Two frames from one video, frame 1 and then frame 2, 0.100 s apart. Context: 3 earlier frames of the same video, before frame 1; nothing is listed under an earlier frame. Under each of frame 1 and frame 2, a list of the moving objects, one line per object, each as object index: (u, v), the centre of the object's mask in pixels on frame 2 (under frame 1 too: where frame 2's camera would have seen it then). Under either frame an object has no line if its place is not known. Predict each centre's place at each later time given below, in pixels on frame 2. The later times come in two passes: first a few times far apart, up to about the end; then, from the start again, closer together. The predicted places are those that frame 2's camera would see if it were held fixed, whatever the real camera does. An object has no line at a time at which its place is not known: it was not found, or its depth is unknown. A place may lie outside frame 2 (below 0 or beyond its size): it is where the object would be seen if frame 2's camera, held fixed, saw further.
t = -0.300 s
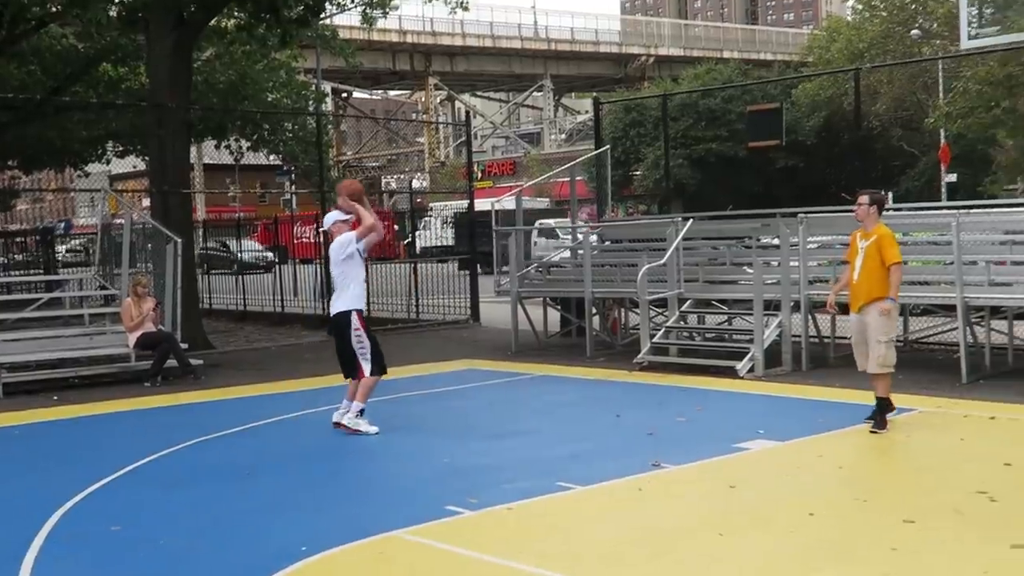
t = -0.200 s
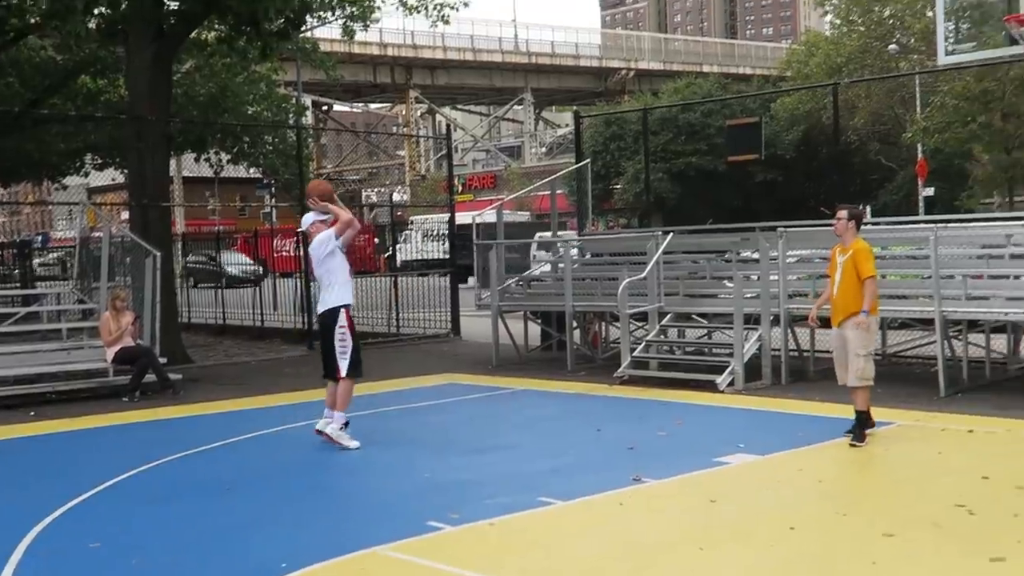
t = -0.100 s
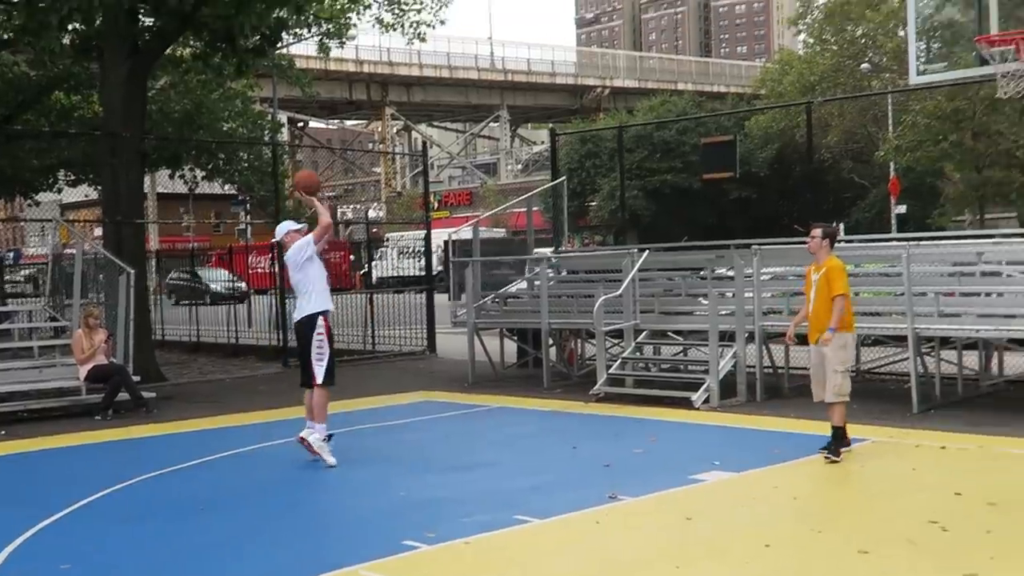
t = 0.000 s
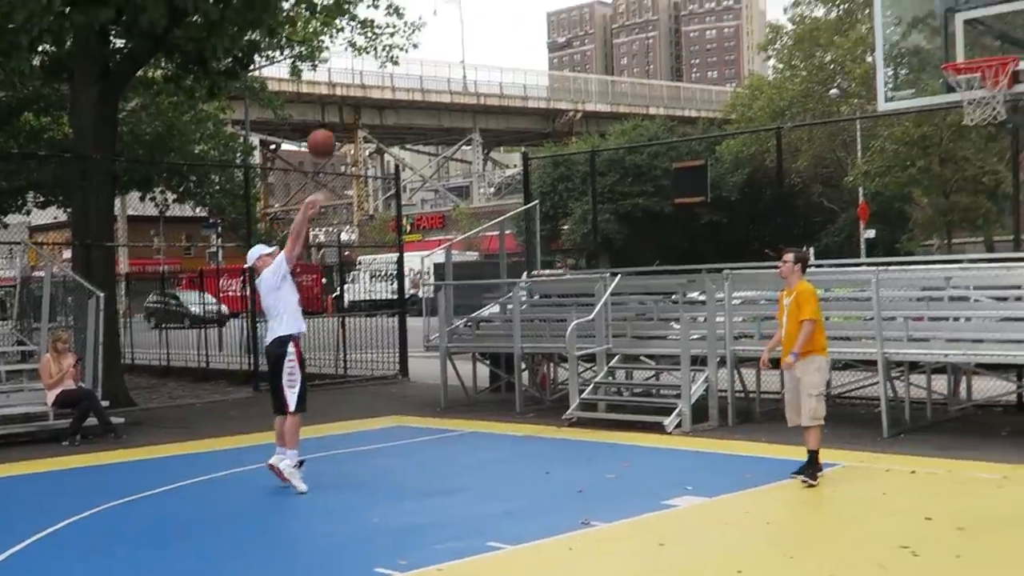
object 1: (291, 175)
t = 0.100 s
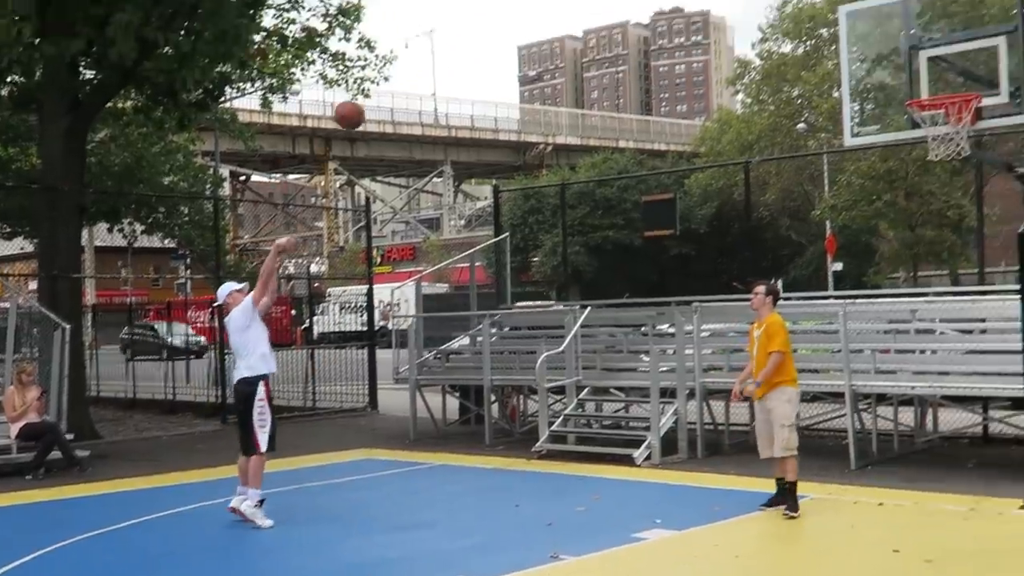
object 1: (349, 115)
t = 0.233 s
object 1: (427, 50)
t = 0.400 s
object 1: (529, -3)
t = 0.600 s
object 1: (662, -23)
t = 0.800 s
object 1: (805, 10)
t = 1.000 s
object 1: (953, 98)
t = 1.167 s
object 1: (938, 152)
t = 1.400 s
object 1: (906, 249)
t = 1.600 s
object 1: (888, 392)
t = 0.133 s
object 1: (368, 97)
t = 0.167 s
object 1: (387, 81)
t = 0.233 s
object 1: (427, 50)
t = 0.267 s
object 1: (447, 37)
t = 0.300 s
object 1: (467, 25)
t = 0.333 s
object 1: (488, 14)
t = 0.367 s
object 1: (509, 5)
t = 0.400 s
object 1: (529, -3)
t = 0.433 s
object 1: (551, -10)
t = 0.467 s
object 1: (573, -15)
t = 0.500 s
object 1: (595, -18)
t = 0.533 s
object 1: (617, -22)
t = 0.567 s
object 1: (639, -23)
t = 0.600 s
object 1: (662, -23)
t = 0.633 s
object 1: (685, -21)
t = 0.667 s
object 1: (708, -18)
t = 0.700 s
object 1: (732, -13)
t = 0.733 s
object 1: (756, -6)
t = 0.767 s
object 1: (781, 1)
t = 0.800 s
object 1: (805, 10)
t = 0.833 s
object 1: (831, 22)
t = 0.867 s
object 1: (856, 36)
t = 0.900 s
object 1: (884, 51)
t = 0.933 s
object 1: (909, 67)
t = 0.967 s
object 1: (935, 85)
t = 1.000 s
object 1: (953, 98)
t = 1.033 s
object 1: (951, 113)
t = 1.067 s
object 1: (950, 123)
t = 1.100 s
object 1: (948, 133)
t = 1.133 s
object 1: (943, 144)
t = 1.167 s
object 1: (938, 152)
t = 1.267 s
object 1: (927, 186)
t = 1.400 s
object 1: (906, 249)
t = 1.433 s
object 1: (902, 269)
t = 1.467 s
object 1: (899, 289)
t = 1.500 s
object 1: (897, 317)
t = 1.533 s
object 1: (894, 340)
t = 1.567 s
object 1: (890, 367)
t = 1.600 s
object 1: (888, 392)
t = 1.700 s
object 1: (878, 477)
